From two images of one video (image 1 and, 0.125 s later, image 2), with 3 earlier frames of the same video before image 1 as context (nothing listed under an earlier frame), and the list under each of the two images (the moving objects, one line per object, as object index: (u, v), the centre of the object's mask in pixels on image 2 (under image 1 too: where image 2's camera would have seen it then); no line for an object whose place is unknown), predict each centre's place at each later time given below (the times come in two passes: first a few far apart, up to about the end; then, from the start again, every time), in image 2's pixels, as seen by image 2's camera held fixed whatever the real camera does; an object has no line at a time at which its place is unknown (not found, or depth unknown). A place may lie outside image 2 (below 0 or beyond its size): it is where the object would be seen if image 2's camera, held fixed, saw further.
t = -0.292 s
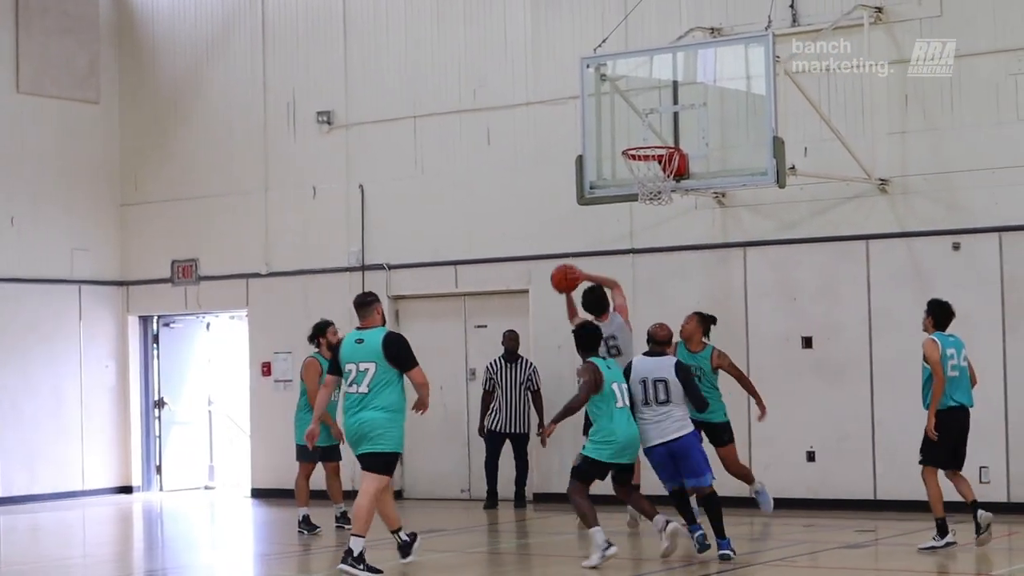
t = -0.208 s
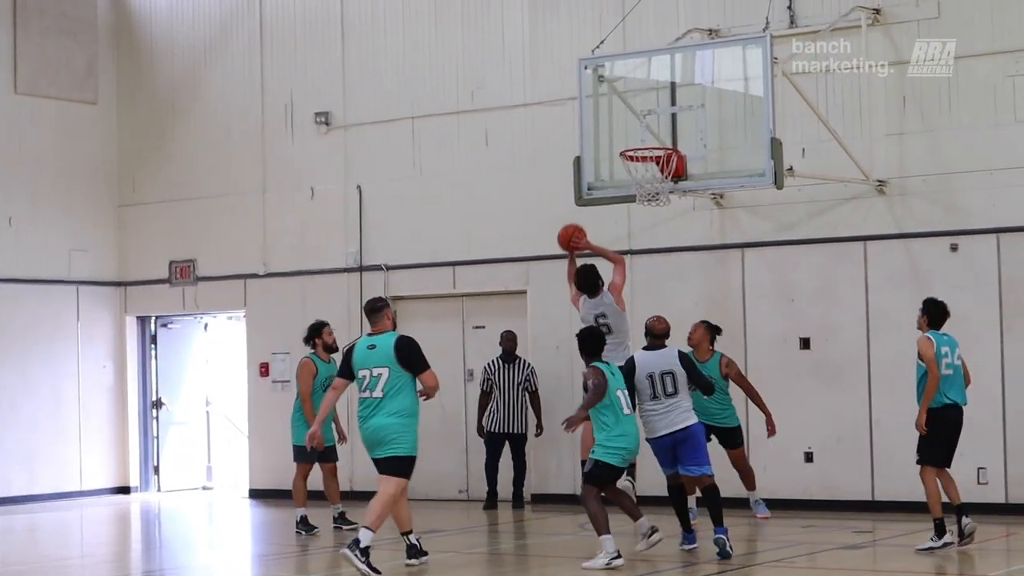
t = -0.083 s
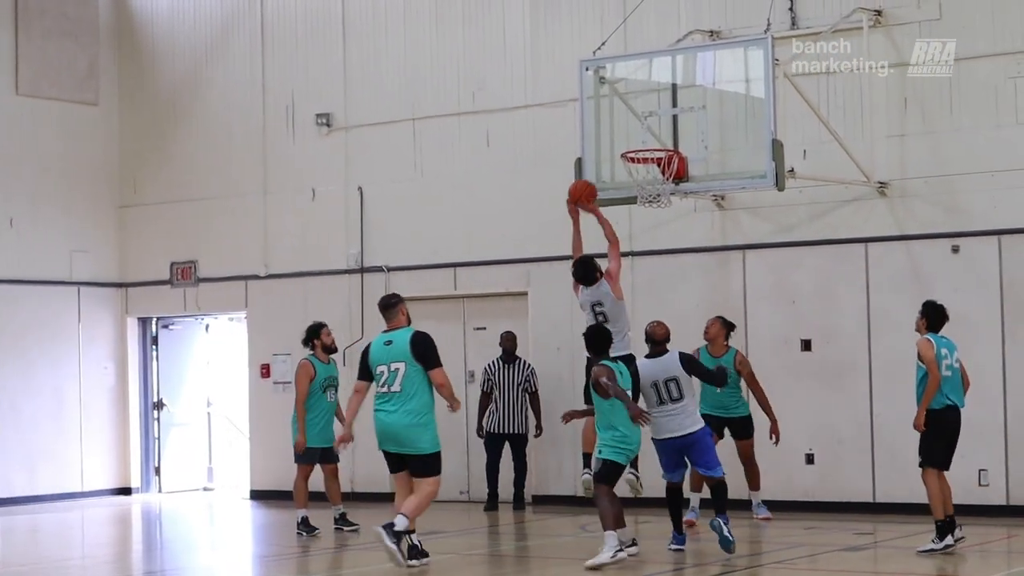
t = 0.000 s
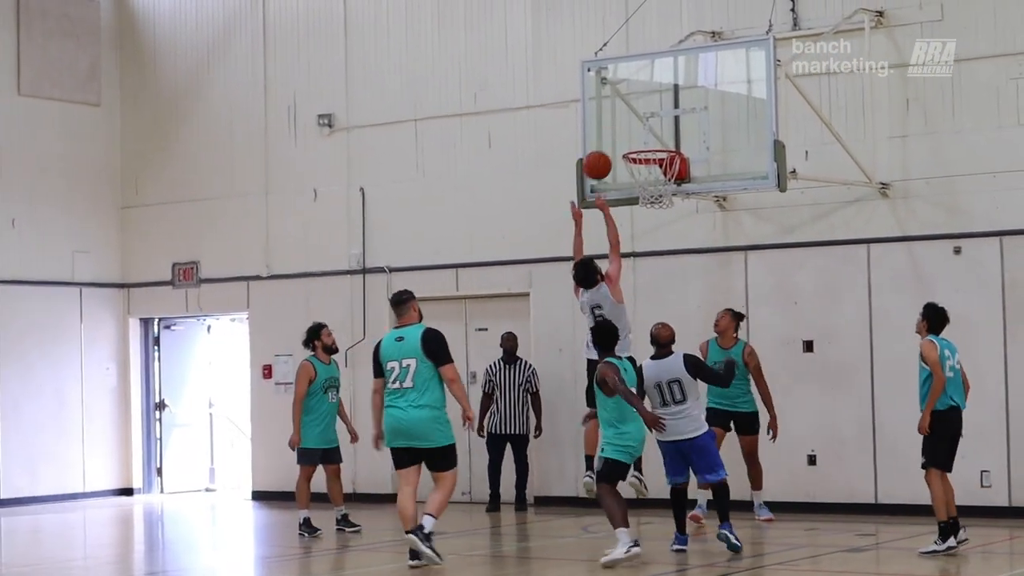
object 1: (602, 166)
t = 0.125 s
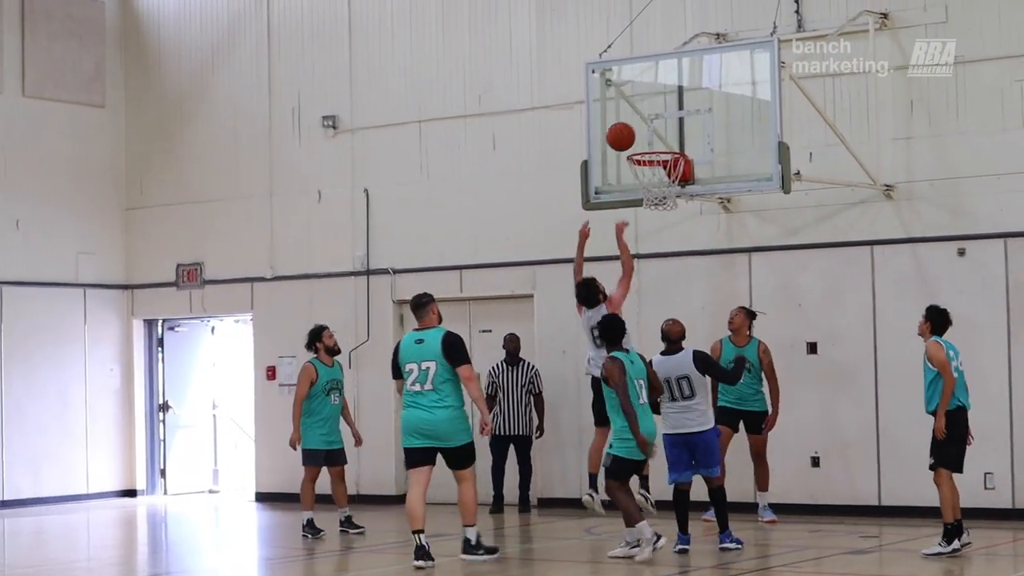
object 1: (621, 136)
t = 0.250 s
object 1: (638, 124)
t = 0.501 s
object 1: (634, 137)
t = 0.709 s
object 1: (635, 127)
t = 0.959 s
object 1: (655, 142)
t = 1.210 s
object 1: (674, 178)
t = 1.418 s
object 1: (656, 216)
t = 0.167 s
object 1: (627, 130)
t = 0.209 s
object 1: (634, 125)
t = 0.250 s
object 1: (638, 124)
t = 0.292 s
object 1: (637, 124)
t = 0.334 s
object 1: (636, 127)
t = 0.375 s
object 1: (635, 131)
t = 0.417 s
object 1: (634, 138)
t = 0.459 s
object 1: (634, 144)
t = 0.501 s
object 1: (634, 137)
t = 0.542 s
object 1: (634, 132)
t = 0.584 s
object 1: (634, 128)
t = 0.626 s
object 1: (635, 126)
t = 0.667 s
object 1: (635, 126)
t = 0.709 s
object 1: (635, 127)
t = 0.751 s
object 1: (636, 134)
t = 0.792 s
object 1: (636, 140)
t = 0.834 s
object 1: (639, 141)
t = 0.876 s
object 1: (644, 142)
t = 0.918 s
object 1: (650, 141)
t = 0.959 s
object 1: (655, 142)
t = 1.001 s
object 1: (661, 146)
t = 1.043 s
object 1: (663, 158)
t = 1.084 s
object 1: (670, 168)
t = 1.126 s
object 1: (673, 172)
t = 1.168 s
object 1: (674, 174)
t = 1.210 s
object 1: (674, 178)
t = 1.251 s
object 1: (670, 190)
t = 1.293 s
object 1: (667, 193)
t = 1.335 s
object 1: (665, 200)
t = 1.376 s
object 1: (661, 211)
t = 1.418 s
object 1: (656, 216)
